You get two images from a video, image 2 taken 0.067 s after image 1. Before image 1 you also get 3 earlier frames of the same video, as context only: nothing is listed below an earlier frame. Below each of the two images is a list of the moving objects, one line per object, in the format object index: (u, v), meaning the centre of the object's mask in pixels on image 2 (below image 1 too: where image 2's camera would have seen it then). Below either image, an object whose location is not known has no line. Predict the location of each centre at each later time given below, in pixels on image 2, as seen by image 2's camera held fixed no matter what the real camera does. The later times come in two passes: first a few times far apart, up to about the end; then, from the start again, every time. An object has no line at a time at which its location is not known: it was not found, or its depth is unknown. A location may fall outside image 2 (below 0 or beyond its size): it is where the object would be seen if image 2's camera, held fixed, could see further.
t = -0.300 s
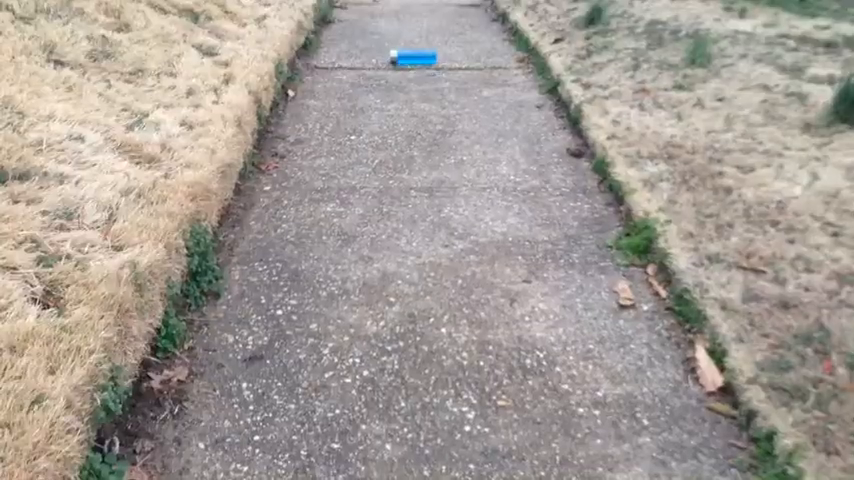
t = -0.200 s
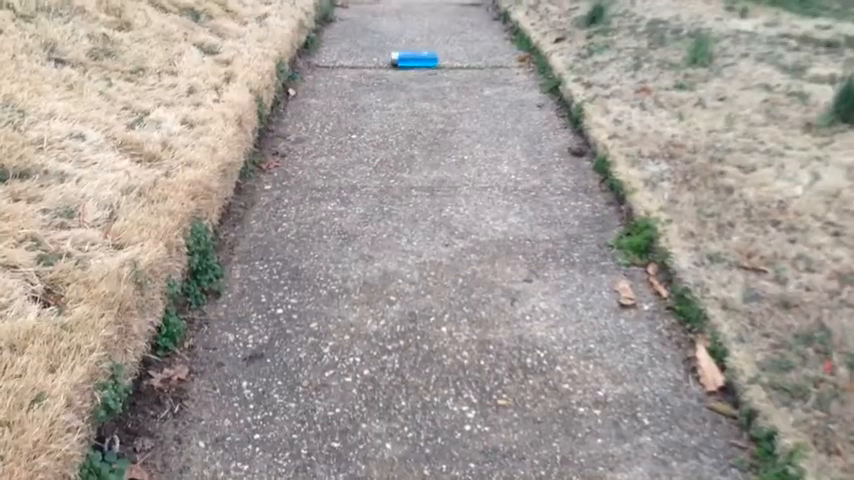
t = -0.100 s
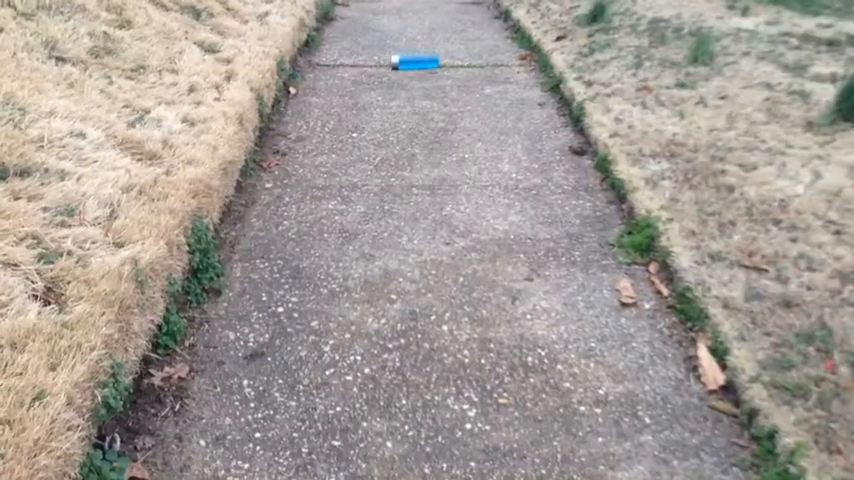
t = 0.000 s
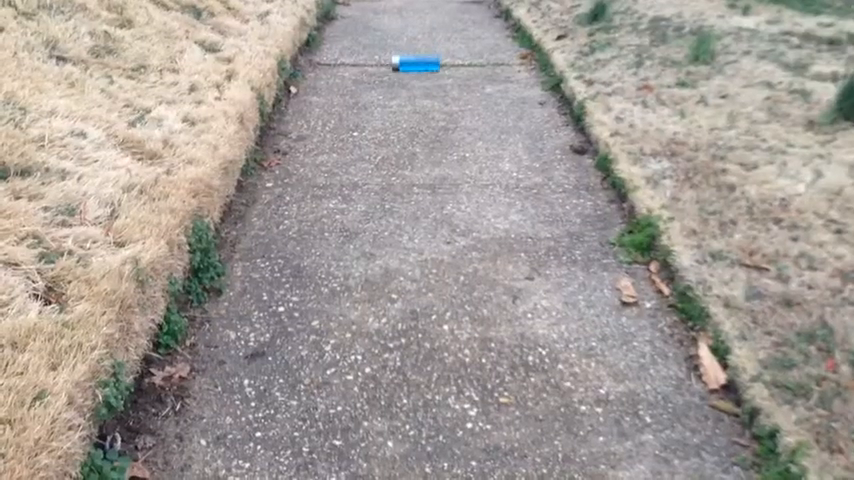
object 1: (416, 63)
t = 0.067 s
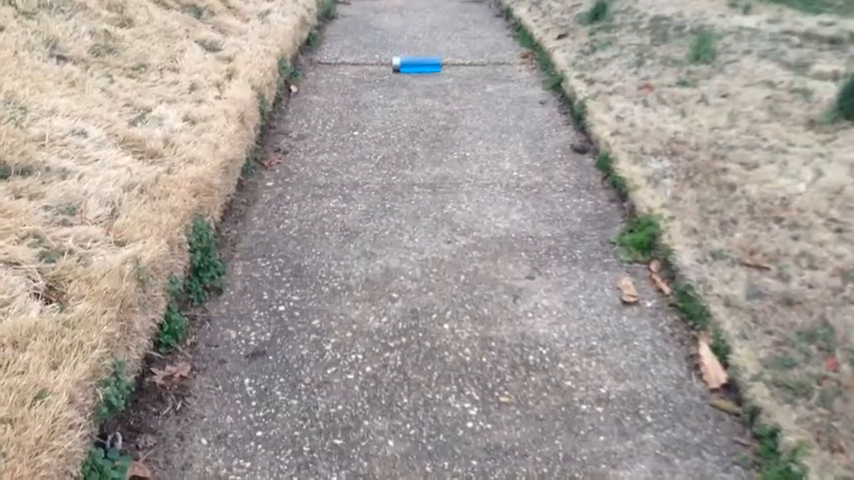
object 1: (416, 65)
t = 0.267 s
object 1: (416, 71)
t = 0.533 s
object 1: (419, 78)
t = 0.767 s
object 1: (421, 86)
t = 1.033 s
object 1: (423, 95)
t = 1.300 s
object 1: (426, 105)
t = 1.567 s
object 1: (430, 117)
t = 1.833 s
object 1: (433, 130)
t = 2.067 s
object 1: (437, 143)
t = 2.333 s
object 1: (441, 160)
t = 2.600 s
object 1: (445, 178)
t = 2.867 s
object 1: (449, 197)
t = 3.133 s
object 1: (456, 222)
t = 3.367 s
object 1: (462, 248)
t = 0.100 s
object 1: (416, 66)
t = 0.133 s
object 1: (416, 67)
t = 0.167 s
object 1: (416, 68)
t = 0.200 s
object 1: (417, 69)
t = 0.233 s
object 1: (417, 70)
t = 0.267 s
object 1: (416, 71)
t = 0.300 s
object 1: (417, 72)
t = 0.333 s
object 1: (417, 73)
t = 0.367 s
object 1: (417, 74)
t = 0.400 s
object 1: (417, 74)
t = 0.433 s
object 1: (418, 75)
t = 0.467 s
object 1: (418, 77)
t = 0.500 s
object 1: (418, 78)
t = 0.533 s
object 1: (419, 78)
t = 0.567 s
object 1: (419, 79)
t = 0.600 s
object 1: (420, 81)
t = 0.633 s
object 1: (420, 82)
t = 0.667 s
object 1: (420, 82)
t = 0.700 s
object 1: (420, 83)
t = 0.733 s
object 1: (420, 85)
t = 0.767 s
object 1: (421, 86)
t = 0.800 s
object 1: (421, 87)
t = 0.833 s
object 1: (421, 89)
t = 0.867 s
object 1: (422, 89)
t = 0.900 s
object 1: (422, 90)
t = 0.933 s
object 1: (422, 91)
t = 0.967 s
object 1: (422, 92)
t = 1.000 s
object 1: (423, 94)
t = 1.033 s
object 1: (423, 95)
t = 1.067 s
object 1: (423, 96)
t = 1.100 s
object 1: (424, 98)
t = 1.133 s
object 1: (424, 99)
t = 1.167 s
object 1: (425, 100)
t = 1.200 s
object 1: (425, 102)
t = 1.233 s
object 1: (425, 103)
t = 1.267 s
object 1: (425, 104)
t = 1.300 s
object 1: (426, 105)
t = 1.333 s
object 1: (427, 107)
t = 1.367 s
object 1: (428, 108)
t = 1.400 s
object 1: (428, 109)
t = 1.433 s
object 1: (428, 111)
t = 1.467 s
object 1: (429, 112)
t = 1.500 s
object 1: (429, 114)
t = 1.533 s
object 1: (429, 115)
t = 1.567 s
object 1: (430, 117)
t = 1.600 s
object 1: (431, 118)
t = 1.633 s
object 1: (431, 120)
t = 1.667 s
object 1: (431, 121)
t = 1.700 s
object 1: (431, 123)
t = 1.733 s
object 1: (432, 125)
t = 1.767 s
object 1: (432, 126)
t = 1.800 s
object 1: (433, 128)
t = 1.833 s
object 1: (433, 130)
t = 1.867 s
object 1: (433, 132)
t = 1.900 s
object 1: (434, 133)
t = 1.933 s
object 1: (434, 136)
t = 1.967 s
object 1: (434, 137)
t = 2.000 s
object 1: (435, 139)
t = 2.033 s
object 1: (435, 141)
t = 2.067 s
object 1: (437, 143)
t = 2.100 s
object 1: (437, 145)
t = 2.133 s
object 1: (437, 147)
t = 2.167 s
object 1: (439, 149)
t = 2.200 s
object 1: (439, 152)
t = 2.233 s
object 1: (439, 154)
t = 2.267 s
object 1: (440, 155)
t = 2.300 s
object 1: (441, 158)
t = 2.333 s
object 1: (441, 160)
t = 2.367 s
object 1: (442, 162)
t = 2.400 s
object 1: (443, 164)
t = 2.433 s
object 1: (442, 167)
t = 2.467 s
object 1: (443, 168)
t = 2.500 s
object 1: (444, 171)
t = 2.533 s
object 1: (444, 173)
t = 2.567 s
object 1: (444, 176)
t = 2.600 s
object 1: (445, 178)
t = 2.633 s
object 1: (446, 181)
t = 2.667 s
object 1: (446, 182)
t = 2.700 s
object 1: (446, 185)
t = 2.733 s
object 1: (447, 187)
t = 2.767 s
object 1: (448, 190)
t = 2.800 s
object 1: (449, 192)
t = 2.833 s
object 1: (450, 195)
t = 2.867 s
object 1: (449, 197)
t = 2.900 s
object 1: (450, 200)
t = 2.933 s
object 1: (451, 203)
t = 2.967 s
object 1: (451, 205)
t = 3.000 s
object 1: (452, 208)
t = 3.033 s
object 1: (453, 211)
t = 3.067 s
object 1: (454, 215)
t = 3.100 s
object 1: (454, 218)
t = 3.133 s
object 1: (456, 222)
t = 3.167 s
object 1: (457, 225)
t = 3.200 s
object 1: (458, 229)
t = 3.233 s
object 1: (458, 233)
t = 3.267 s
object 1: (459, 236)
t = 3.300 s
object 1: (460, 240)
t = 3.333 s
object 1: (461, 244)
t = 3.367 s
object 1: (462, 248)
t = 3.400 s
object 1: (463, 252)
